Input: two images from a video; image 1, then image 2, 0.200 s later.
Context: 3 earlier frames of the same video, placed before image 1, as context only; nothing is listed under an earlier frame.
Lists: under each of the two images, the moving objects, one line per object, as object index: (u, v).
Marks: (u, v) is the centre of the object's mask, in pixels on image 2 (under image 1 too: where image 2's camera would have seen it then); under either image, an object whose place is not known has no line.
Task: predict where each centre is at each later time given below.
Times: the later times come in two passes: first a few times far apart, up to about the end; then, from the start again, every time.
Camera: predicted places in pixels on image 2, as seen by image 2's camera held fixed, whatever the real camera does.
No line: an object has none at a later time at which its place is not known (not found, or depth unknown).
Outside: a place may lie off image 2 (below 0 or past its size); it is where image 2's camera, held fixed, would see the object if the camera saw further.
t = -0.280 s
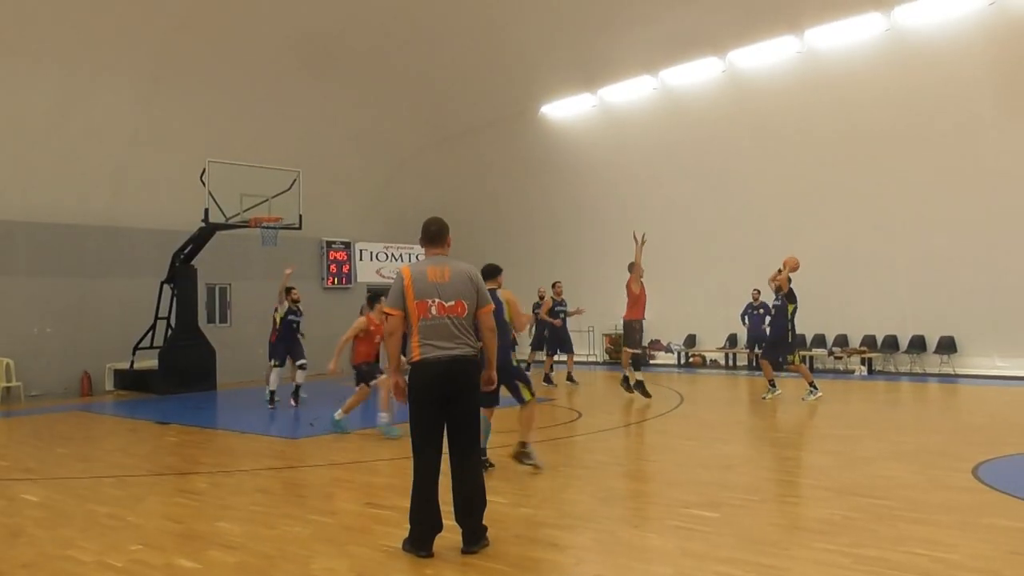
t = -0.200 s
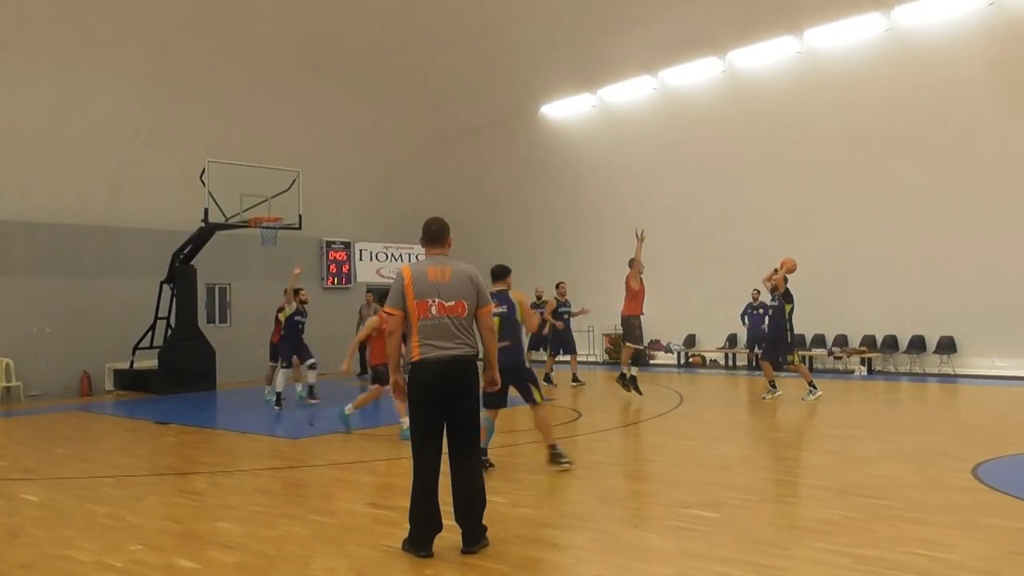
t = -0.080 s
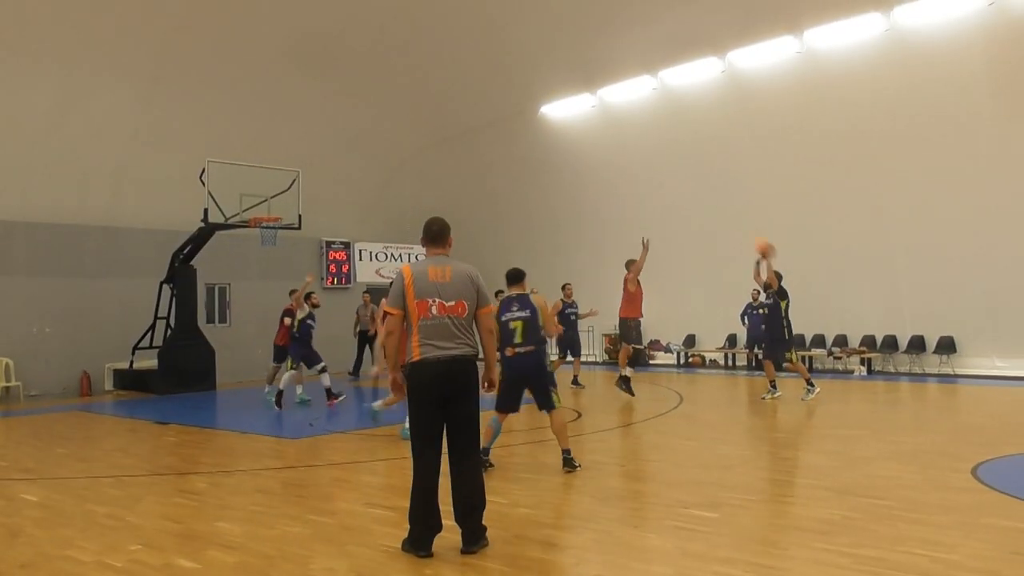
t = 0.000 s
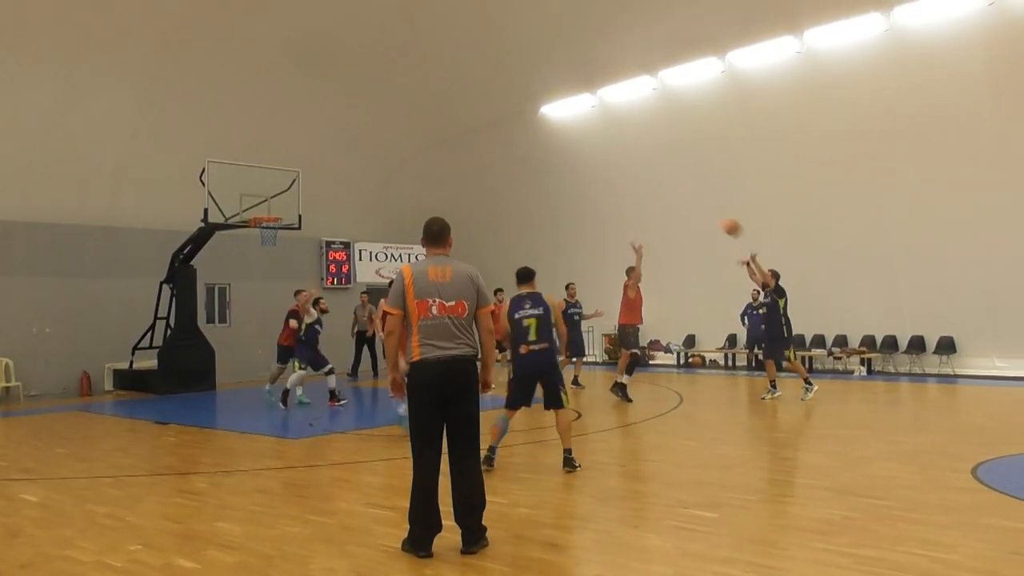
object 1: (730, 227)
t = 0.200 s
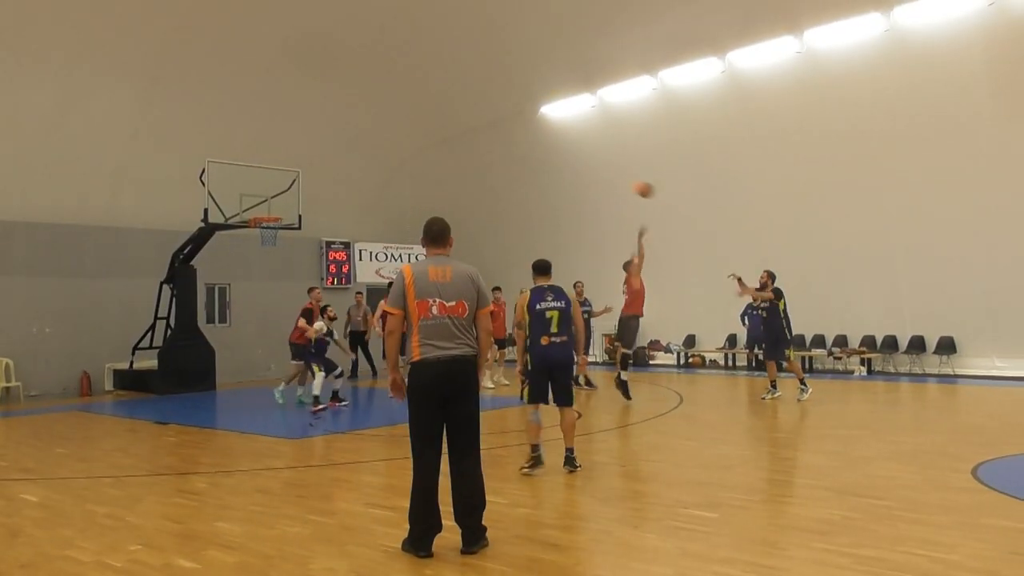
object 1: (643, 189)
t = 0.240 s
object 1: (626, 185)
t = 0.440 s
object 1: (538, 180)
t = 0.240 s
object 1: (626, 185)
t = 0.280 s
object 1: (609, 182)
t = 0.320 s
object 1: (591, 180)
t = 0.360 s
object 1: (572, 179)
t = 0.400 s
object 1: (556, 179)
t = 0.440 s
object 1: (538, 180)
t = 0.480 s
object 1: (520, 182)
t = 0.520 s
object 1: (503, 185)
